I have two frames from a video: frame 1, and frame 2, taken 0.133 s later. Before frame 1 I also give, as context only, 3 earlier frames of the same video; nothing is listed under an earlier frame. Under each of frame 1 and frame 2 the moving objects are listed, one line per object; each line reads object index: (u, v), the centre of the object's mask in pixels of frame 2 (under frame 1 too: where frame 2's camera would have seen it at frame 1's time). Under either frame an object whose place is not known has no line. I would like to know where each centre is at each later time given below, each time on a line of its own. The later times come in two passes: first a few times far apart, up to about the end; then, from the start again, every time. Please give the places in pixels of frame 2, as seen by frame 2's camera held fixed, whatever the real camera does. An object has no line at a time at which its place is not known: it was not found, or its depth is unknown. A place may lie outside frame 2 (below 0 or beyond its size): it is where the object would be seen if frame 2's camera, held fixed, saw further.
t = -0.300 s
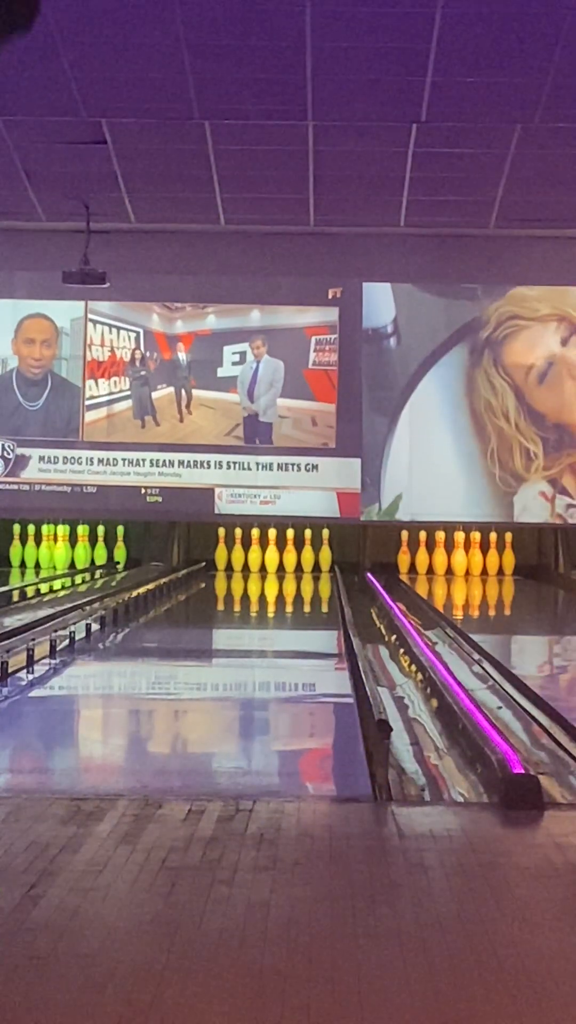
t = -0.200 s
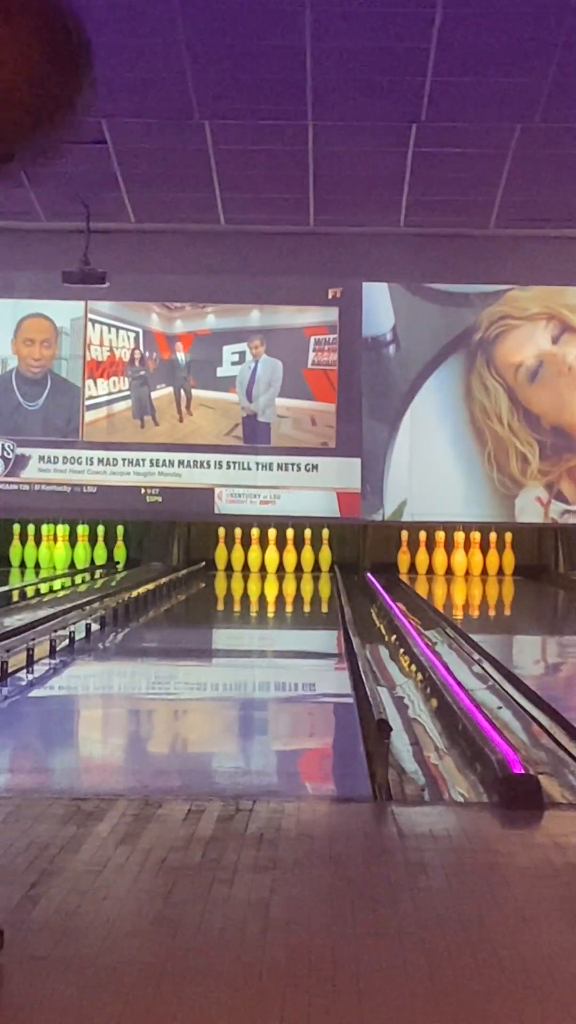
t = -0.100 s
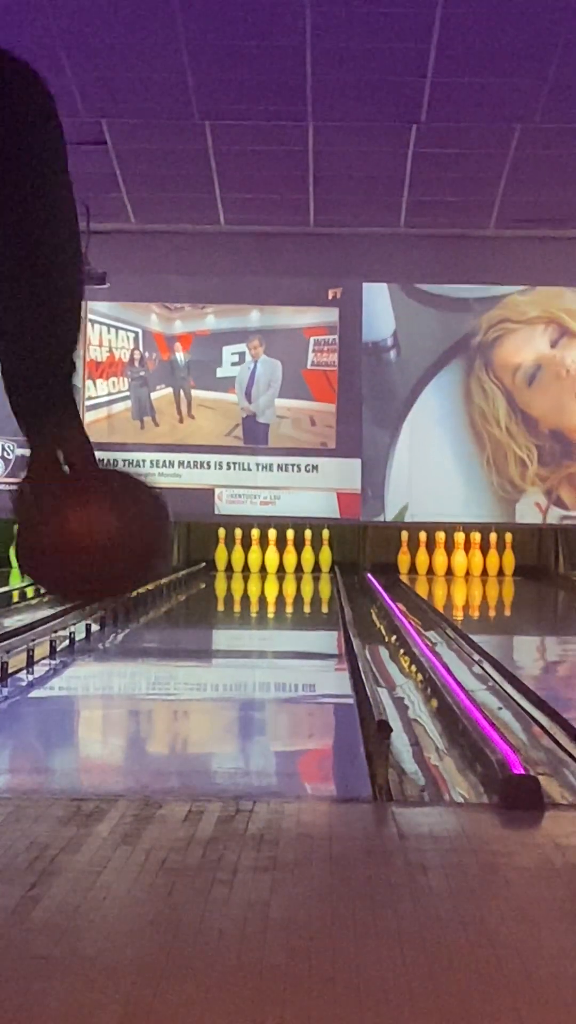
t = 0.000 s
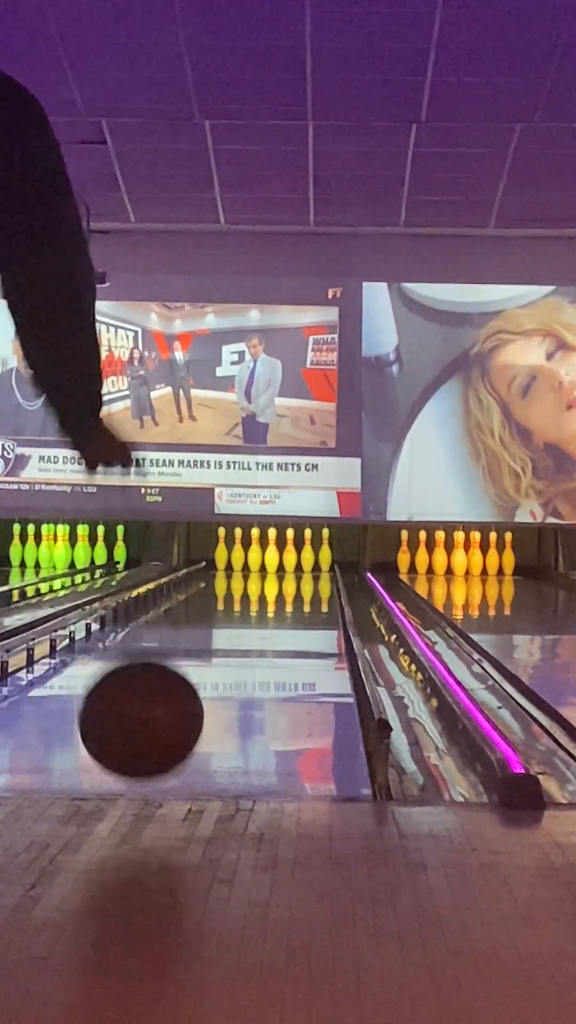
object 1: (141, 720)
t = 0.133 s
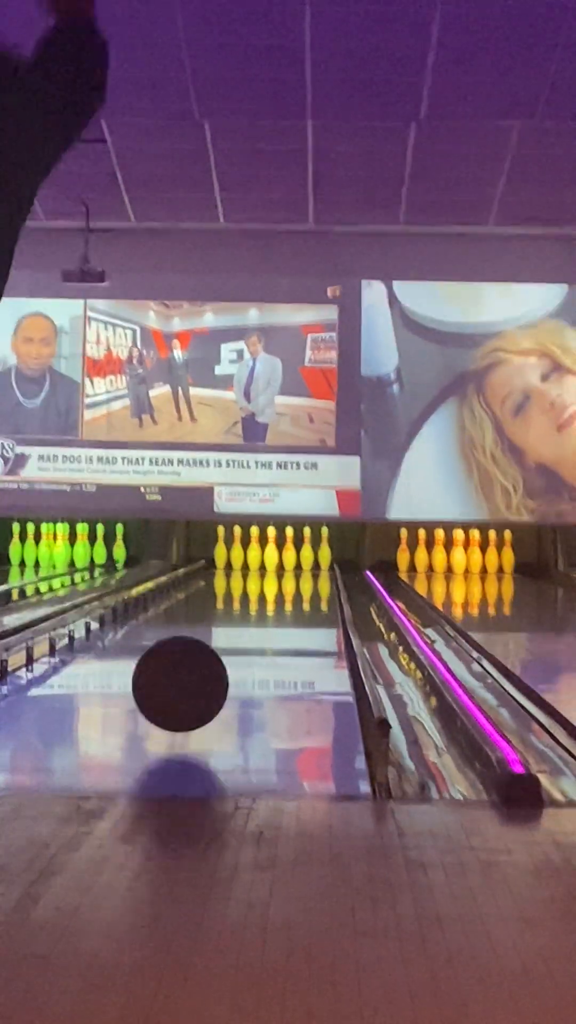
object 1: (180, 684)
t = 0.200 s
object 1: (194, 677)
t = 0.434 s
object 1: (228, 634)
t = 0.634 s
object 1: (247, 613)
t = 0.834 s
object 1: (259, 596)
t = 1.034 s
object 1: (267, 586)
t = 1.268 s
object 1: (276, 576)
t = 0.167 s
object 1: (188, 682)
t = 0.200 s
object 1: (194, 677)
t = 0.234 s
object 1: (201, 669)
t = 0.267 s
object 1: (206, 662)
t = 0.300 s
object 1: (212, 655)
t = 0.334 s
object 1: (216, 649)
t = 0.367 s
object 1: (221, 644)
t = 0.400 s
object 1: (225, 639)
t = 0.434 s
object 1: (228, 634)
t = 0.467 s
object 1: (232, 630)
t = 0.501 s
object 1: (235, 626)
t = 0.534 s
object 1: (238, 623)
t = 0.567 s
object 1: (241, 620)
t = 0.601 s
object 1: (244, 616)
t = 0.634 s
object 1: (247, 613)
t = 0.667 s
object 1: (249, 610)
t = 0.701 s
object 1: (251, 607)
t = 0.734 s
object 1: (253, 604)
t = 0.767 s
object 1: (255, 601)
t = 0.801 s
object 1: (257, 599)
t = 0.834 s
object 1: (259, 596)
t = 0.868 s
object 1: (260, 594)
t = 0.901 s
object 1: (262, 592)
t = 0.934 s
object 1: (264, 590)
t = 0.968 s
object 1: (265, 589)
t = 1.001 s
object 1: (266, 587)
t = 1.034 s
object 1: (267, 586)
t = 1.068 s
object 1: (269, 584)
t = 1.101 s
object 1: (270, 582)
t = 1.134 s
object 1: (271, 581)
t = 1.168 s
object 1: (273, 580)
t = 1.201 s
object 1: (274, 579)
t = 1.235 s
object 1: (275, 578)
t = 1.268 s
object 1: (276, 576)
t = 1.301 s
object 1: (276, 575)
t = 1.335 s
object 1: (277, 574)
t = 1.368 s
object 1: (279, 572)
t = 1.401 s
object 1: (281, 571)
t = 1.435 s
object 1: (281, 570)
